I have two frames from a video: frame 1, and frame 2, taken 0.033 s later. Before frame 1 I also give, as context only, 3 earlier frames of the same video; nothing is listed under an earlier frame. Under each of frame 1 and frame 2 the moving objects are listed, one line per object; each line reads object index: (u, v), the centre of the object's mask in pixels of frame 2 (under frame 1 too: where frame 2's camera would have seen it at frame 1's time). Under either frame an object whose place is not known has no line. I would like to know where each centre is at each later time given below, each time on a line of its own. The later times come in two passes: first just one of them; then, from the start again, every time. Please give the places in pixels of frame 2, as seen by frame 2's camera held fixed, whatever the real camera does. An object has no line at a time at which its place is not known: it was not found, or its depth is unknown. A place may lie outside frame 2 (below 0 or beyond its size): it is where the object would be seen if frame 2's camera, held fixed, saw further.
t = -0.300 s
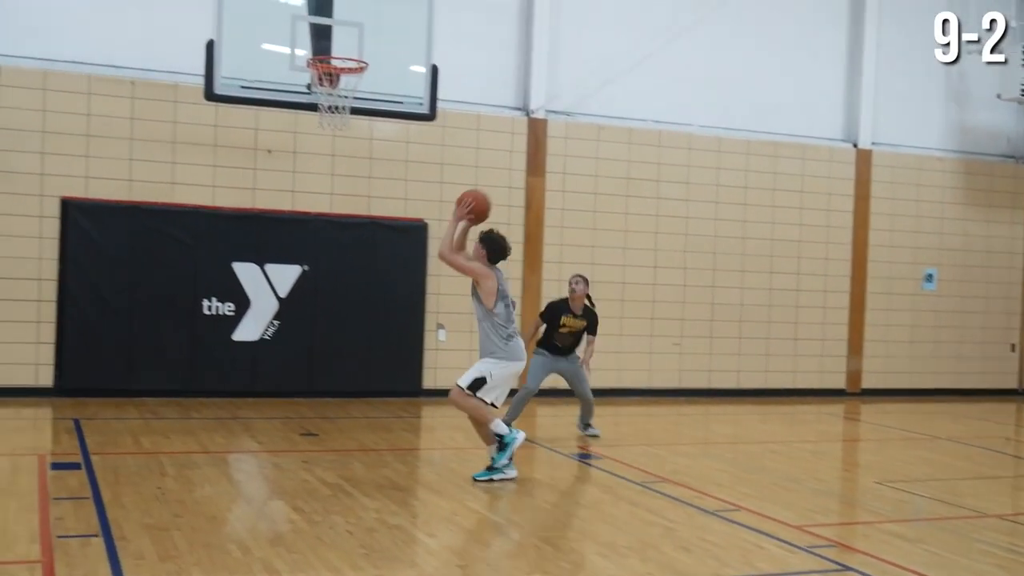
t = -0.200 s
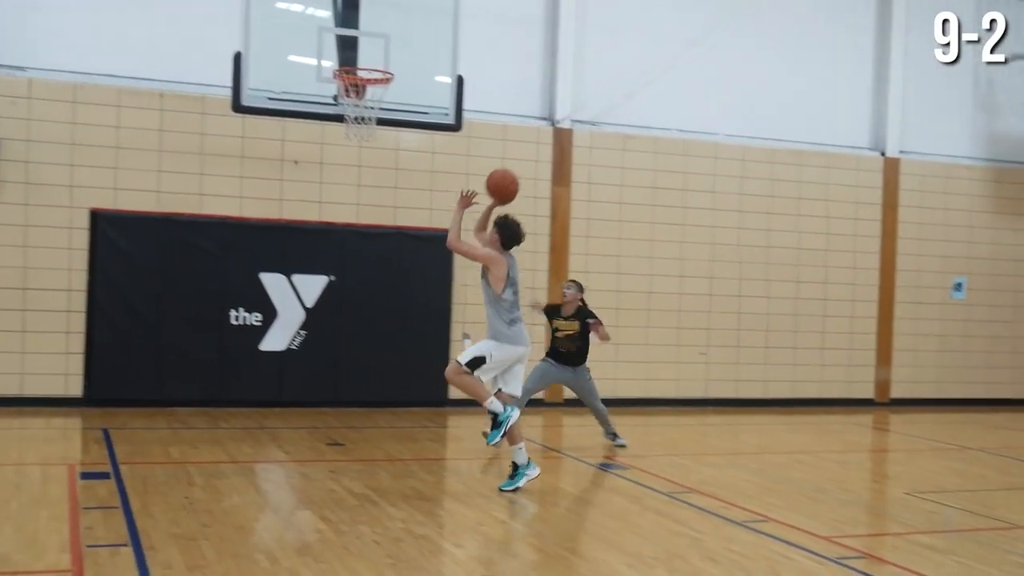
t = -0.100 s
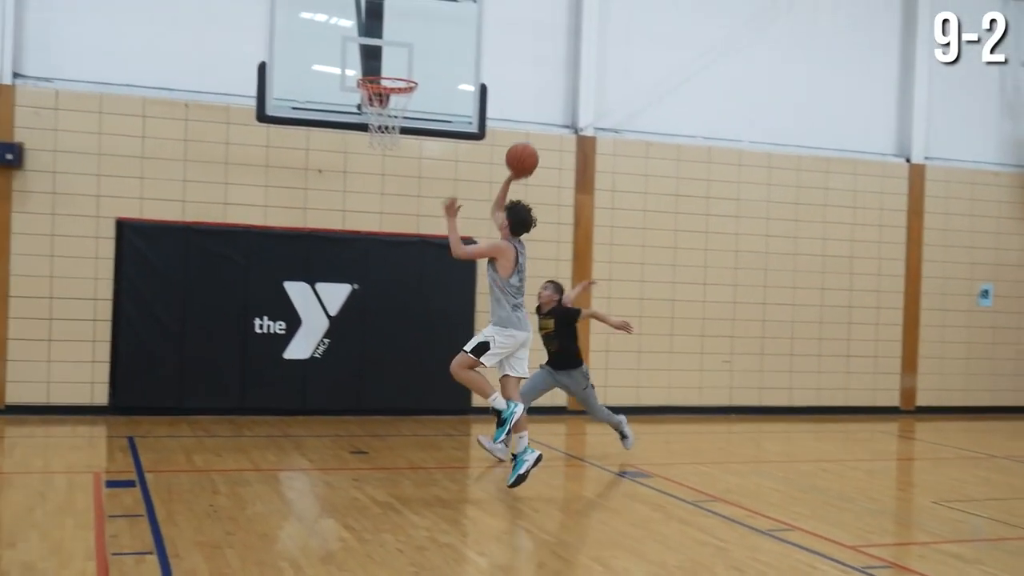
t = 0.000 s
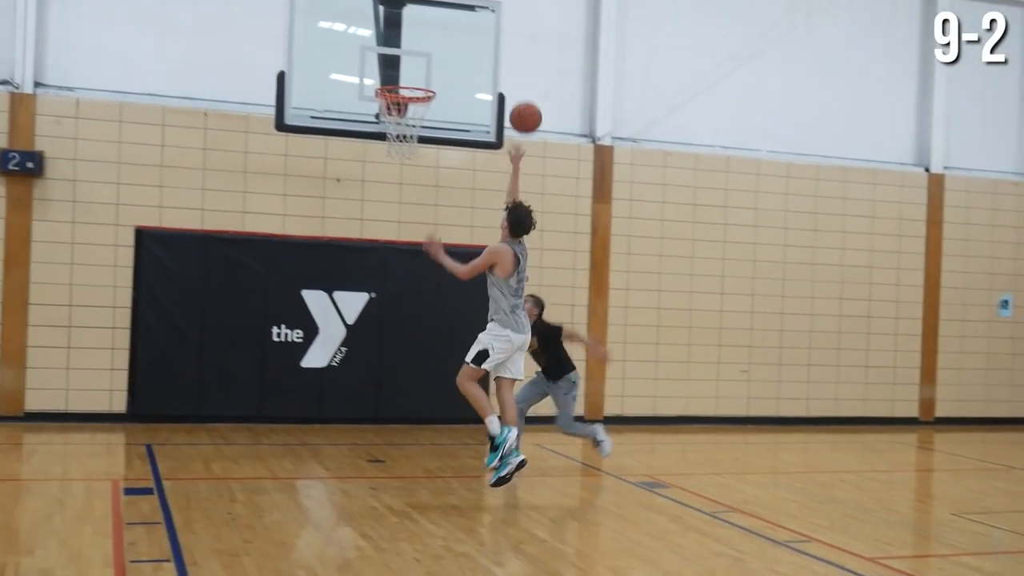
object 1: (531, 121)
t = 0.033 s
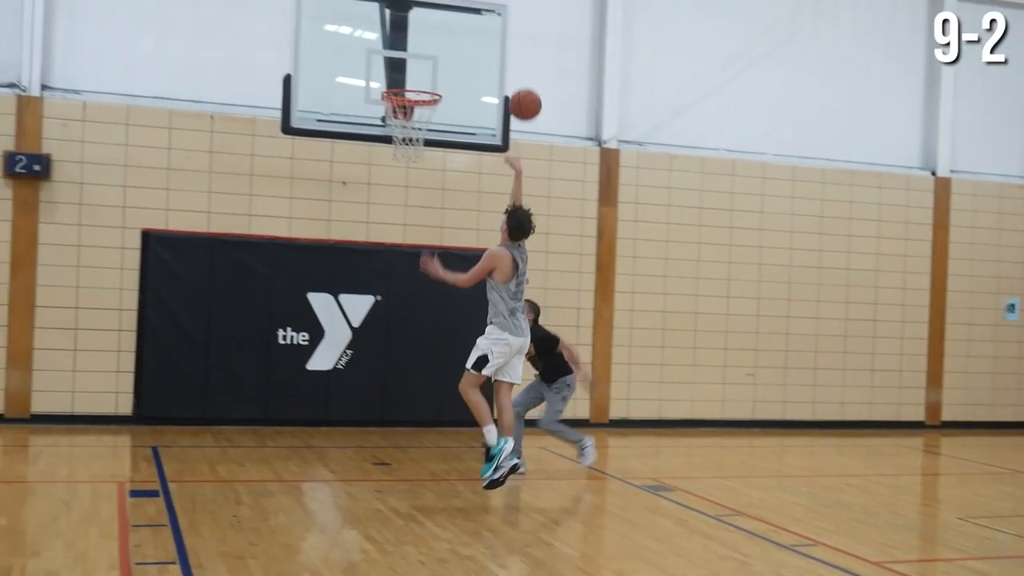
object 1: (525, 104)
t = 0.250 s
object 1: (485, 38)
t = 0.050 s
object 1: (521, 97)
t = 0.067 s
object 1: (519, 89)
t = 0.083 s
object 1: (515, 83)
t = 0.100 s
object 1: (512, 77)
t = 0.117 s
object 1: (509, 71)
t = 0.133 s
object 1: (506, 65)
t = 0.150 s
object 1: (503, 60)
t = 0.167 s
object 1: (500, 55)
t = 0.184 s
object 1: (497, 51)
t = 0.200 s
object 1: (494, 47)
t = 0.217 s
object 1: (491, 44)
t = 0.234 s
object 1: (488, 40)
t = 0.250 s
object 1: (485, 38)
